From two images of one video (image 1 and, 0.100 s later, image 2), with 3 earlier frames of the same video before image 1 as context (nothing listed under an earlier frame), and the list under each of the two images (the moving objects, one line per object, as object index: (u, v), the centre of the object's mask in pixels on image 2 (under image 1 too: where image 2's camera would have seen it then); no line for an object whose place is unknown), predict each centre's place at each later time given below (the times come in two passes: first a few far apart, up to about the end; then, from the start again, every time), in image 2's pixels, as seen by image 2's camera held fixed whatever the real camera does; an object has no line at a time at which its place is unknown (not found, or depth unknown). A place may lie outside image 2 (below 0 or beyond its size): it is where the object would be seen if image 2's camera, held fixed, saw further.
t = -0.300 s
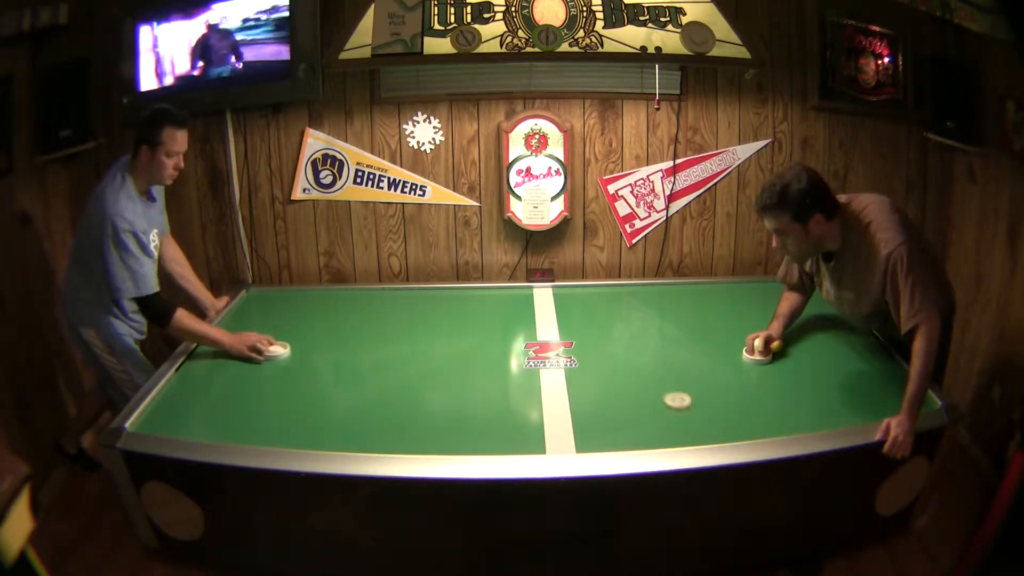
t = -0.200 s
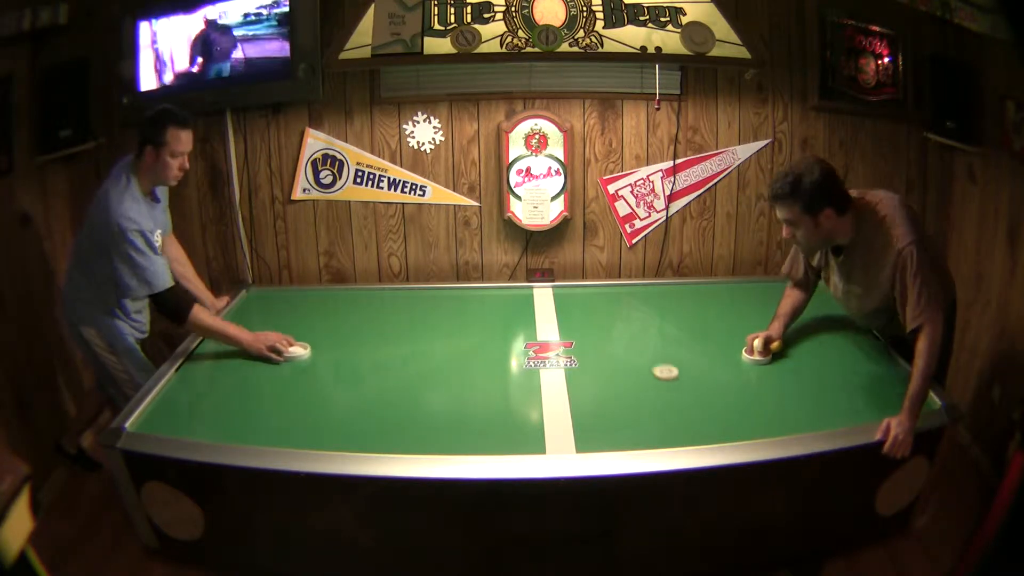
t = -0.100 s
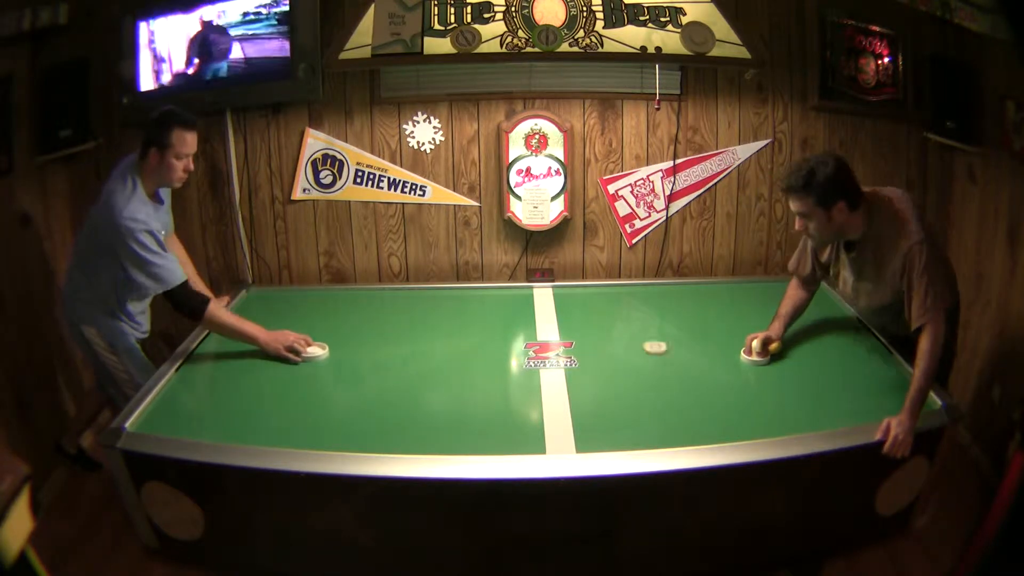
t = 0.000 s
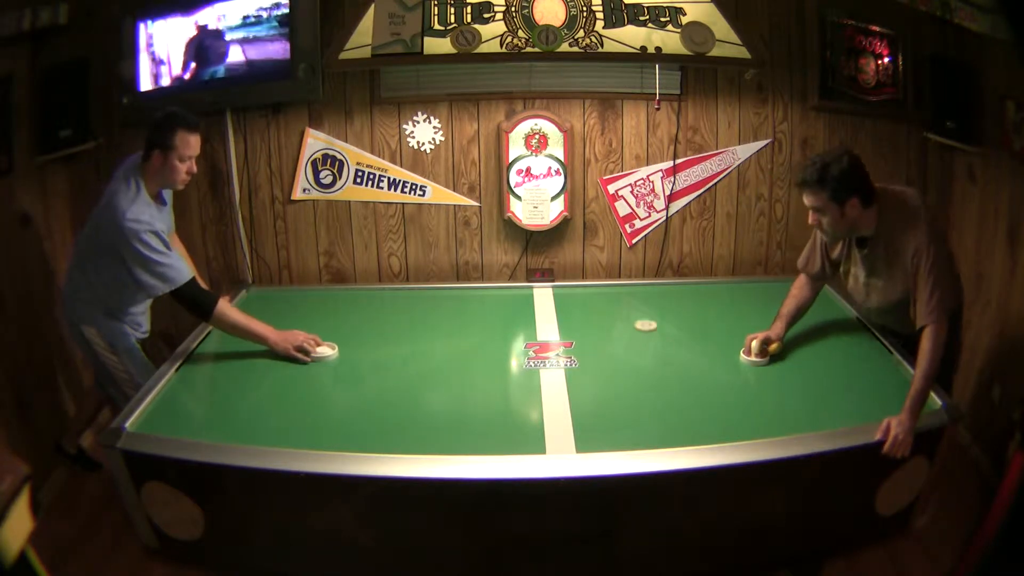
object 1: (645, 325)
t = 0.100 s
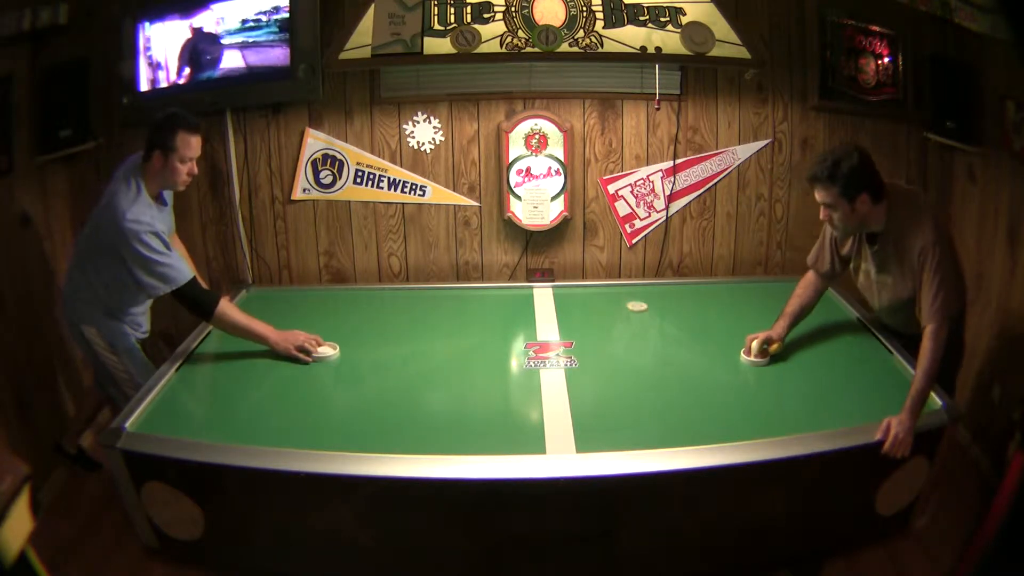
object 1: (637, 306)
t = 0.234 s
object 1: (631, 293)
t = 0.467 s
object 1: (652, 328)
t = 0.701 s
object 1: (677, 373)
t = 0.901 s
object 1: (702, 421)
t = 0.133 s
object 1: (634, 300)
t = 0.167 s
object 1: (632, 295)
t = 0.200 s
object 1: (629, 289)
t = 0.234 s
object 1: (631, 293)
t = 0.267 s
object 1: (634, 297)
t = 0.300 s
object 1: (637, 302)
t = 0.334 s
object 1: (640, 307)
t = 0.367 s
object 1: (642, 312)
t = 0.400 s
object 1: (646, 317)
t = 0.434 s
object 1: (649, 322)
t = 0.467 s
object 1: (652, 328)
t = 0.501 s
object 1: (655, 334)
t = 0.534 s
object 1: (659, 340)
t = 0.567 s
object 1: (662, 346)
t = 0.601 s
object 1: (666, 352)
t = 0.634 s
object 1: (669, 359)
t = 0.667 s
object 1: (673, 366)
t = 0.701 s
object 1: (677, 373)
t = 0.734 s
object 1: (681, 380)
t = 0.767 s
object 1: (685, 388)
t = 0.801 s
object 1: (689, 396)
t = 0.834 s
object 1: (694, 404)
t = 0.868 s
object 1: (698, 412)
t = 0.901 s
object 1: (702, 421)
